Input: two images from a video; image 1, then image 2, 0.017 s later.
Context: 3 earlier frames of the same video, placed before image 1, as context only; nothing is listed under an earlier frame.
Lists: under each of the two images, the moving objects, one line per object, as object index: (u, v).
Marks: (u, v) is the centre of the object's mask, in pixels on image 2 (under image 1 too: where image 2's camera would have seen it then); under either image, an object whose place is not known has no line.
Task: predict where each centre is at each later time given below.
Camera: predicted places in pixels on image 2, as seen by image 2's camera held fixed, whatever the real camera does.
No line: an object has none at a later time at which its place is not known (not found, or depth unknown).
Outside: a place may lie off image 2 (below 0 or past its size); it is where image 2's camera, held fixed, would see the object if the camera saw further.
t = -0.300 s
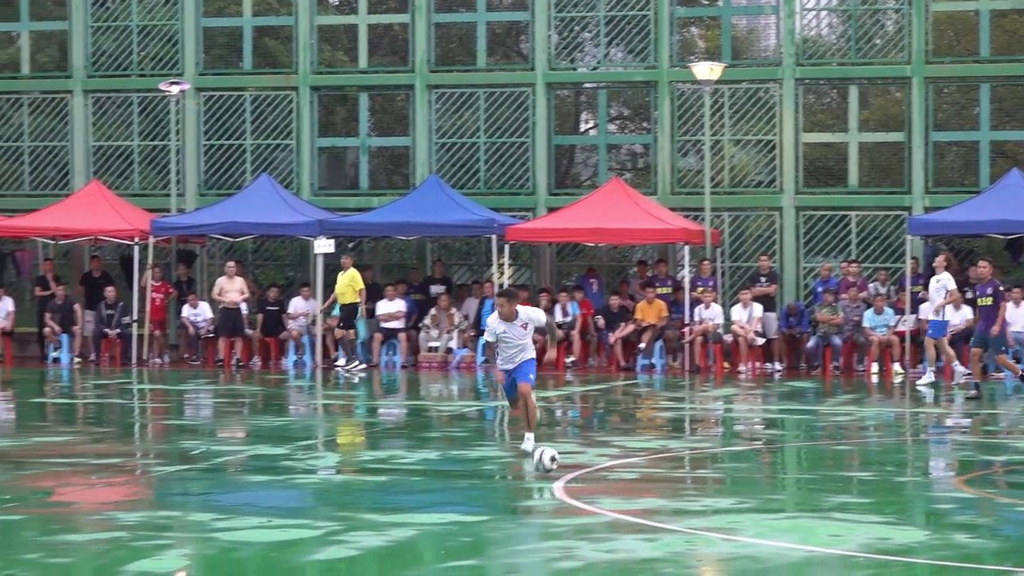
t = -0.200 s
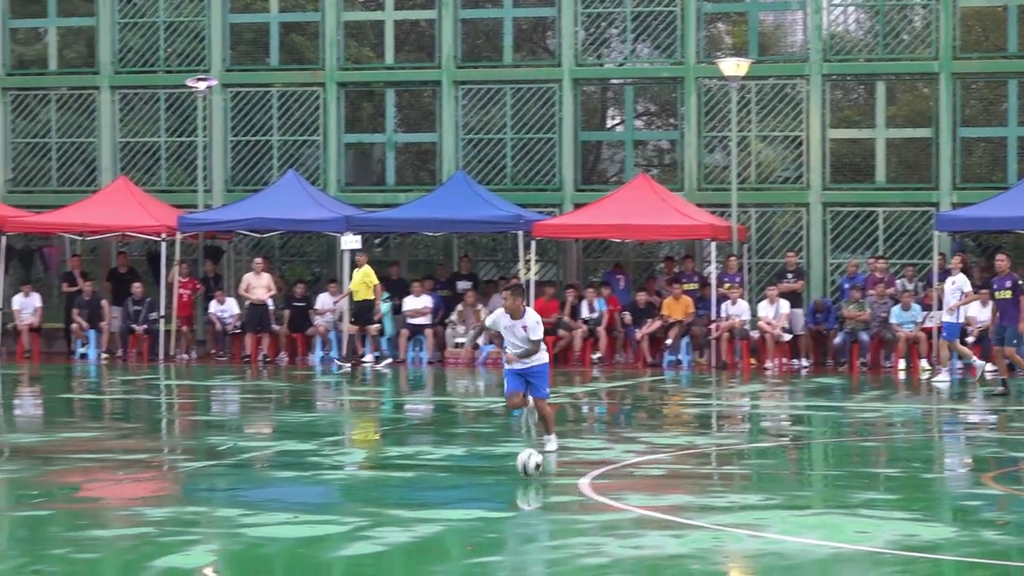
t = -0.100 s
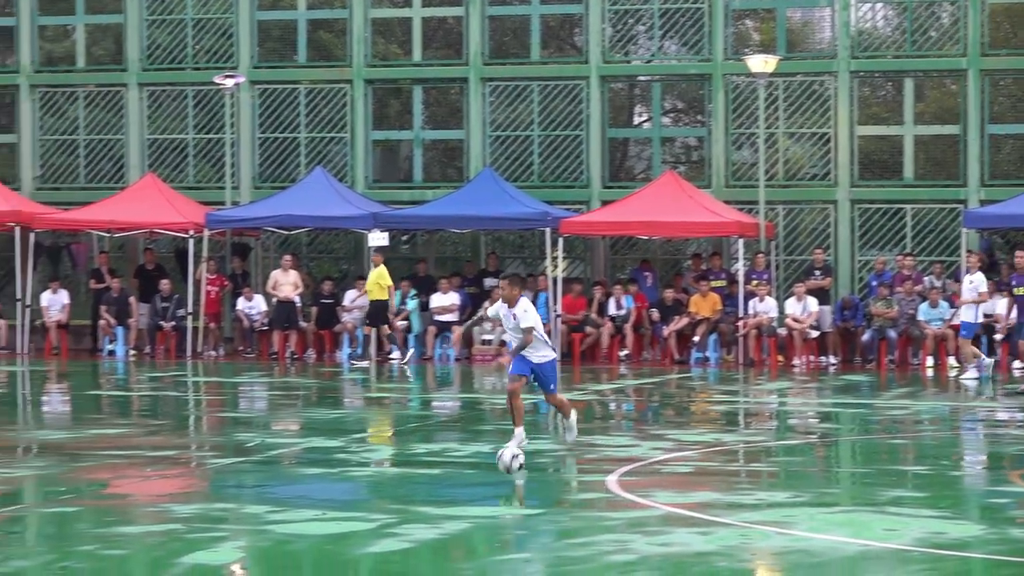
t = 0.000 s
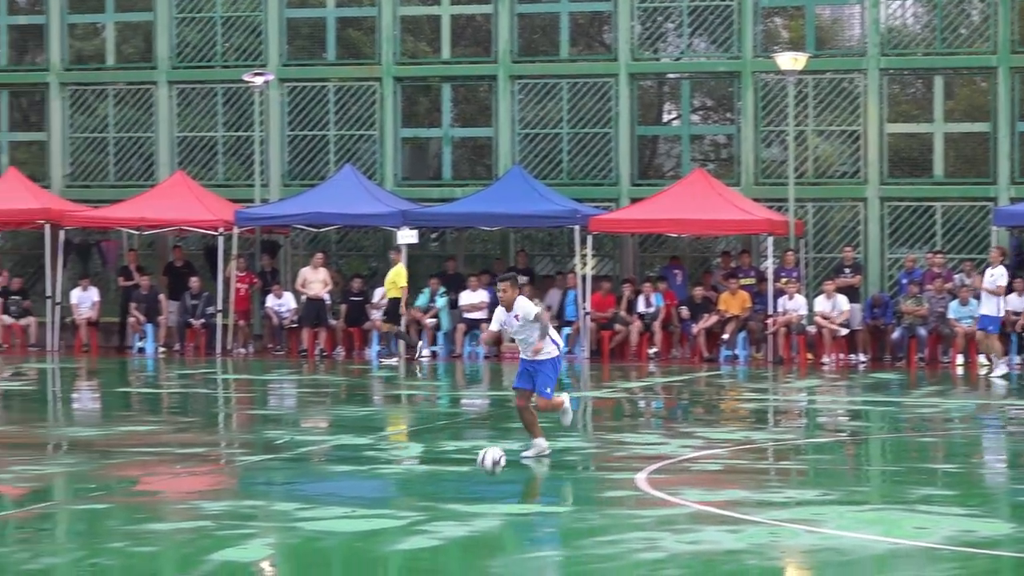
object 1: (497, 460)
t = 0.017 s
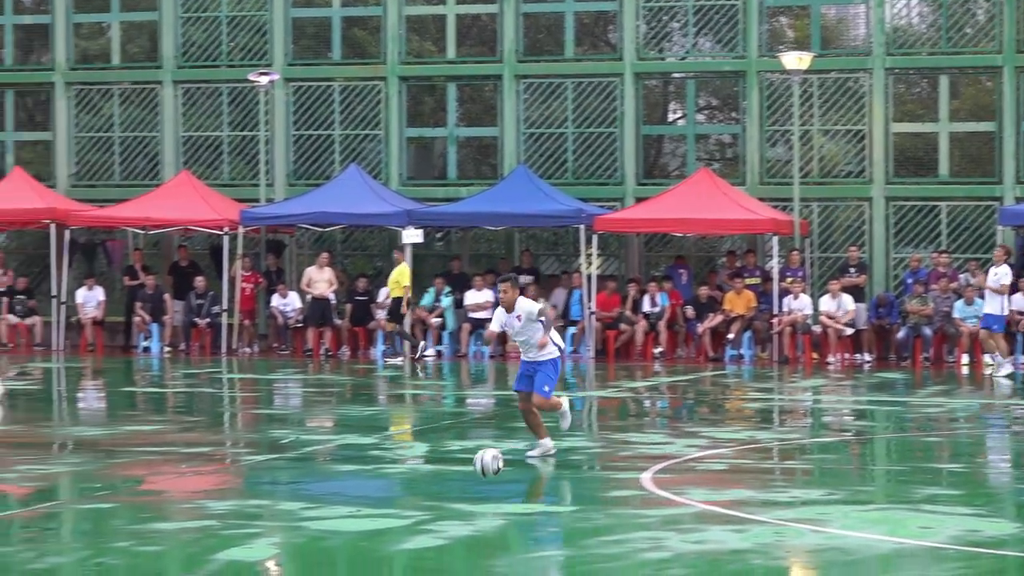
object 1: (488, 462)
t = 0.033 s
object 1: (480, 465)
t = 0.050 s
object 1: (471, 468)
